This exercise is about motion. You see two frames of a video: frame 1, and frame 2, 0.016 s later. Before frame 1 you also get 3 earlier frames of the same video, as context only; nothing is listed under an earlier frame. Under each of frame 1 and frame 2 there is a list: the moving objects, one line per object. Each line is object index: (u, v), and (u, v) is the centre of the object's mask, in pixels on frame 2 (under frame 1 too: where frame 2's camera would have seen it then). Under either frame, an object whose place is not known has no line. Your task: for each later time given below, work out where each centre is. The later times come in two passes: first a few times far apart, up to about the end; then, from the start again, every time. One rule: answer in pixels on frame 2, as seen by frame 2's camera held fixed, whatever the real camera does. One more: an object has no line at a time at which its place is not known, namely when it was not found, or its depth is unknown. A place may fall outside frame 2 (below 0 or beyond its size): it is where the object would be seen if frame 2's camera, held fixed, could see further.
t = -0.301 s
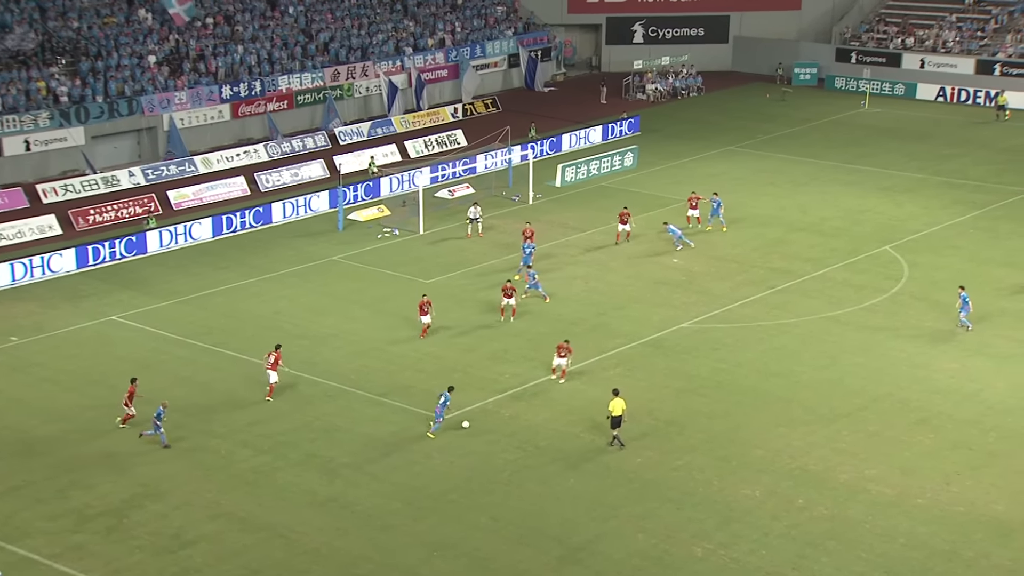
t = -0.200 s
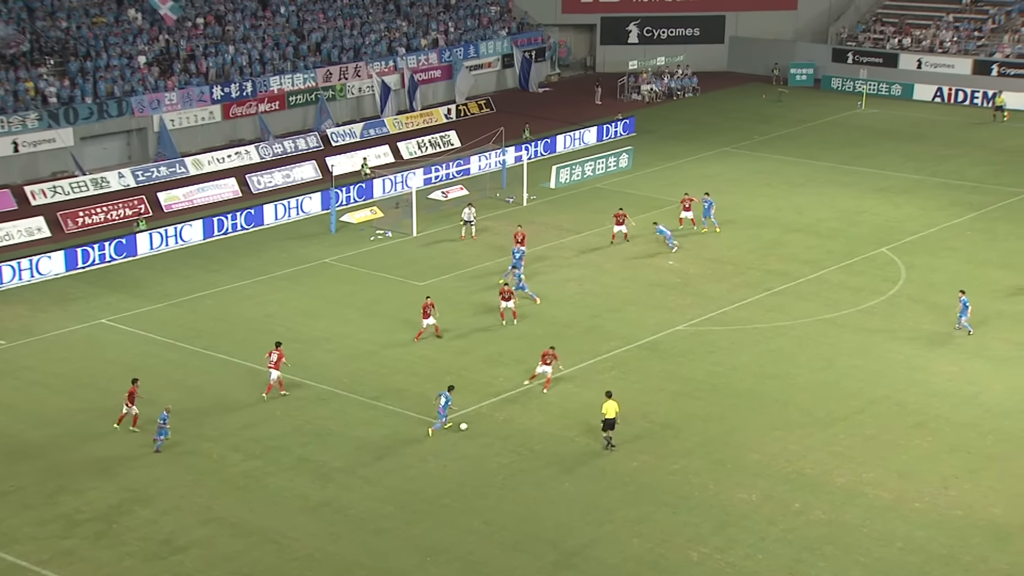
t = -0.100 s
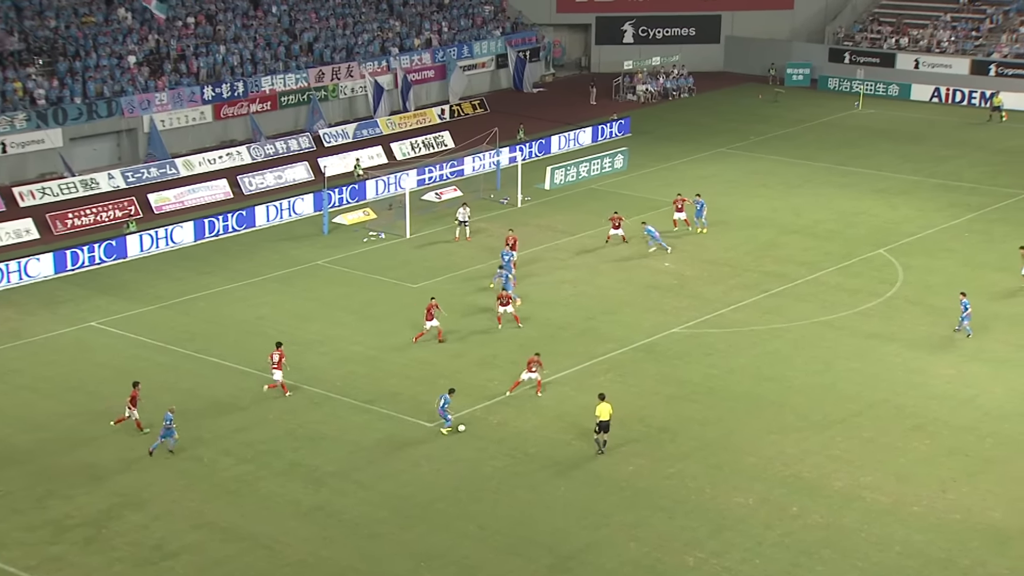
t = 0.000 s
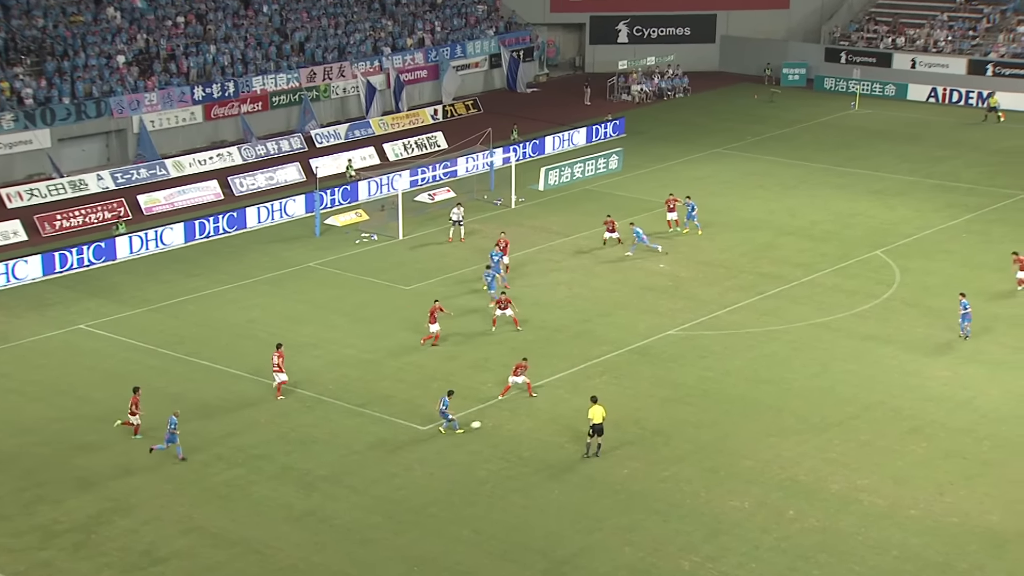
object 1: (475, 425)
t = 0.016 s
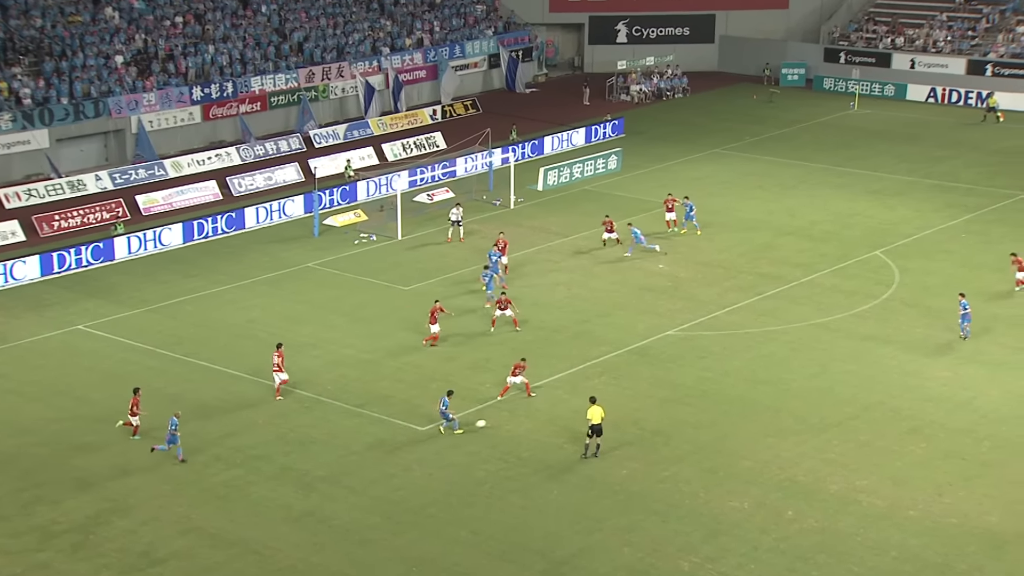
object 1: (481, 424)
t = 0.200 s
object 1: (545, 410)
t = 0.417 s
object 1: (614, 396)
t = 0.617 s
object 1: (669, 386)
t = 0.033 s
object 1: (487, 422)
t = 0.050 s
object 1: (493, 421)
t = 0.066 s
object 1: (498, 419)
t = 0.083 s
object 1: (505, 418)
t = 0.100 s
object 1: (511, 416)
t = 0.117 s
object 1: (517, 415)
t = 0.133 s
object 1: (522, 414)
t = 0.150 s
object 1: (528, 413)
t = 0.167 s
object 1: (534, 412)
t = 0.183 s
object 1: (540, 411)
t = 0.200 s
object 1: (545, 410)
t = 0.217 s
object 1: (551, 410)
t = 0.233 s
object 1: (557, 409)
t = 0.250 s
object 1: (562, 409)
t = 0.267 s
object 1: (568, 408)
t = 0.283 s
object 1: (573, 407)
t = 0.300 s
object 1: (578, 405)
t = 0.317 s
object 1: (582, 404)
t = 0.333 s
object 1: (591, 401)
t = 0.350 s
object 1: (595, 401)
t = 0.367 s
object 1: (599, 399)
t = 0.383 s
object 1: (604, 398)
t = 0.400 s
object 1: (609, 397)
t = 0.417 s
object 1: (614, 396)
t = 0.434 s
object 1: (619, 395)
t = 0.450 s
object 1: (623, 395)
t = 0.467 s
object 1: (628, 394)
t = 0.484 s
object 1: (633, 393)
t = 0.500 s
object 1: (638, 392)
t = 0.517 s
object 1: (642, 392)
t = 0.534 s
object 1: (647, 392)
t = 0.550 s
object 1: (651, 391)
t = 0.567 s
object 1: (656, 390)
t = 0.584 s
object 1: (660, 388)
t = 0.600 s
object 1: (664, 387)
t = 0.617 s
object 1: (669, 386)
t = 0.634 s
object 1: (673, 385)
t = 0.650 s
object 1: (677, 384)
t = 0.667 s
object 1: (681, 383)
